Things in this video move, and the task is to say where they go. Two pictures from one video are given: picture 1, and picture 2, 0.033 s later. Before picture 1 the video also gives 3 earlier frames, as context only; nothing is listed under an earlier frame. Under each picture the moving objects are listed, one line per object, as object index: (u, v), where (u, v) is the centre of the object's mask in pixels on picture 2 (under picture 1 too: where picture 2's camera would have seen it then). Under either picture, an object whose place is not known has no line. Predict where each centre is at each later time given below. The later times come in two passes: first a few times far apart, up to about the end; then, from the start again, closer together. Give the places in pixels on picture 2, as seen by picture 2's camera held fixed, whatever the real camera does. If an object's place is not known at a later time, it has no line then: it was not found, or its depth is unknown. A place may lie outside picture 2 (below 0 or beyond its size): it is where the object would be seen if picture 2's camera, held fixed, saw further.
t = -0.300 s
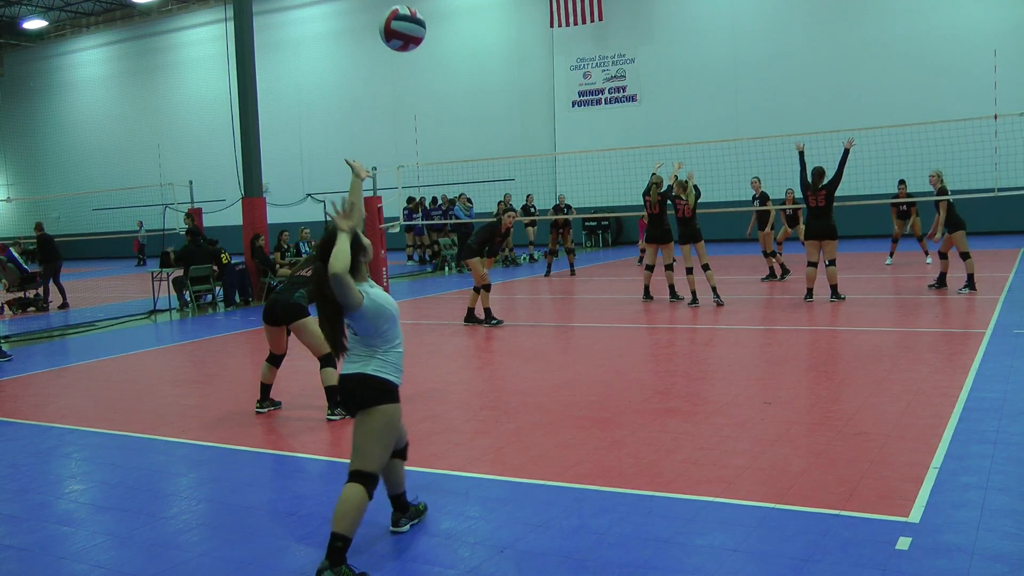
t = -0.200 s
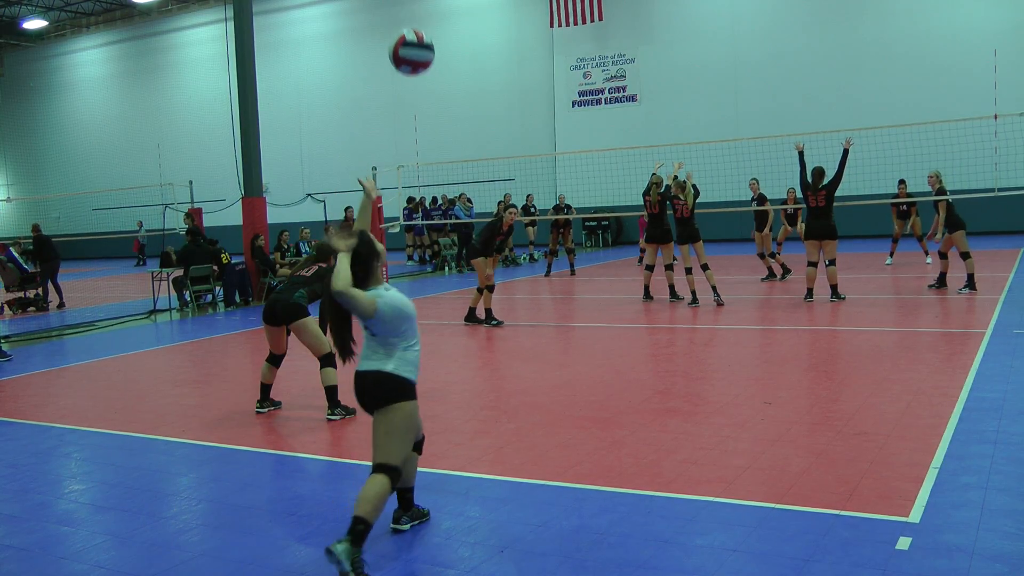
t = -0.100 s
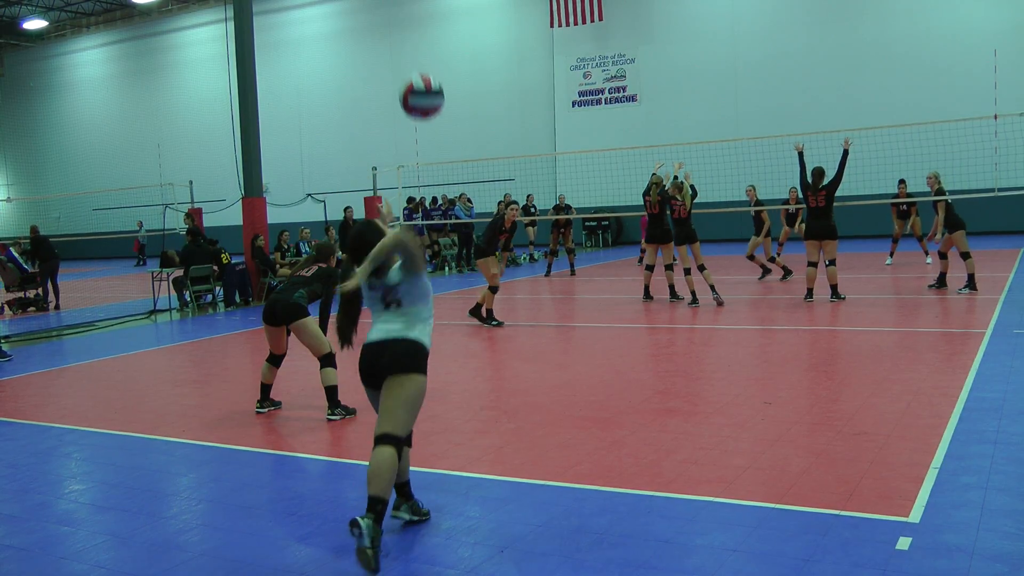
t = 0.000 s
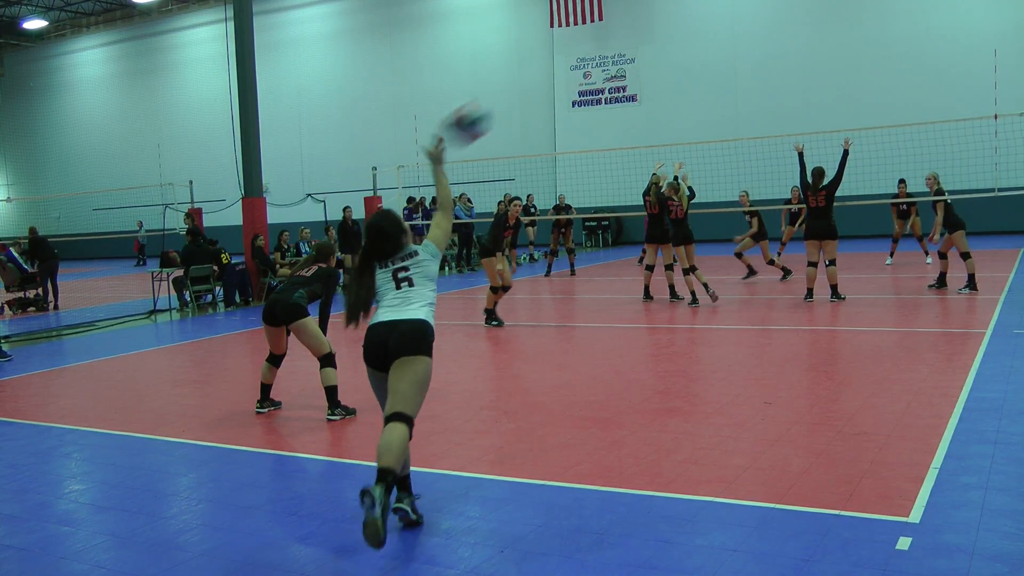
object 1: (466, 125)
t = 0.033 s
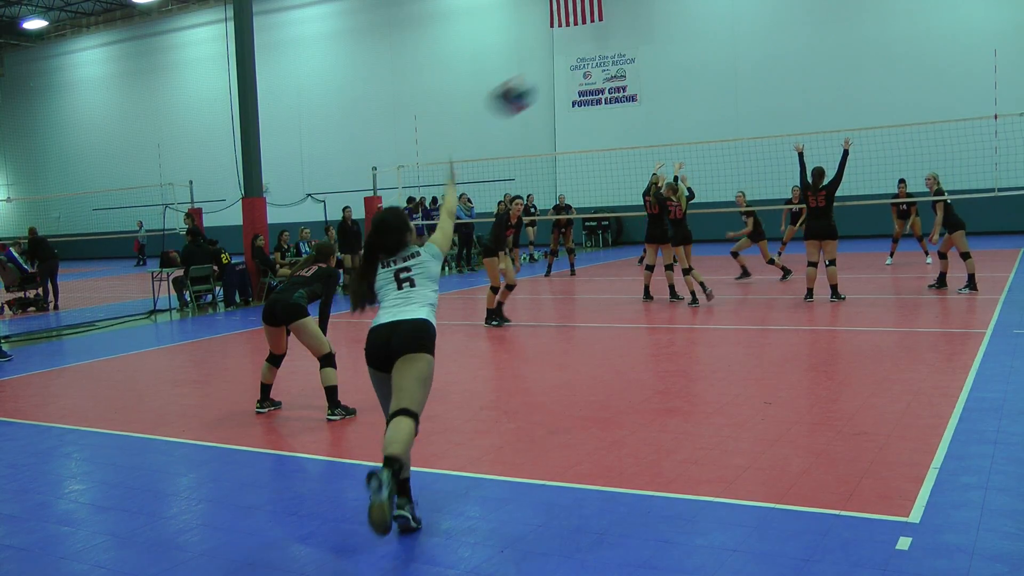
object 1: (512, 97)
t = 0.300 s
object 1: (722, 8)
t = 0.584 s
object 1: (817, 23)
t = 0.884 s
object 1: (865, 84)
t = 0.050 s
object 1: (531, 86)
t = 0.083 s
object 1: (567, 65)
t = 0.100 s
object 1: (585, 55)
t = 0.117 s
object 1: (601, 48)
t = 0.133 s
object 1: (615, 42)
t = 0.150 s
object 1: (628, 36)
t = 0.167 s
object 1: (642, 31)
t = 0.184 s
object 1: (654, 26)
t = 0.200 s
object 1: (665, 22)
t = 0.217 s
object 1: (676, 18)
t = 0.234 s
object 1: (687, 15)
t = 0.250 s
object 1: (696, 12)
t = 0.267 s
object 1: (705, 10)
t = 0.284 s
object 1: (714, 9)
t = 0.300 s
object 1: (722, 8)
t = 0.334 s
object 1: (738, 6)
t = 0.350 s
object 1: (745, 6)
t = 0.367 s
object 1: (752, 6)
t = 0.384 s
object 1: (758, 6)
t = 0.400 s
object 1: (765, 6)
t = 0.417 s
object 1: (770, 6)
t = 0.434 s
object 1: (776, 7)
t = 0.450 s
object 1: (781, 8)
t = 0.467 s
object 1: (786, 9)
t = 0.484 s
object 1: (791, 10)
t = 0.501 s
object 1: (796, 11)
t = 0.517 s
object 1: (800, 14)
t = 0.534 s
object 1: (805, 16)
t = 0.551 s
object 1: (809, 18)
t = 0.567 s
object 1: (813, 21)
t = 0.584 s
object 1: (817, 23)
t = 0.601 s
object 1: (821, 27)
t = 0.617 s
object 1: (824, 30)
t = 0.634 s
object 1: (828, 33)
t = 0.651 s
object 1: (831, 36)
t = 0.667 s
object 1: (834, 39)
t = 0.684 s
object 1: (837, 42)
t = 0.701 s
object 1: (840, 45)
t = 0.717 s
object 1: (843, 48)
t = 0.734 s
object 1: (845, 51)
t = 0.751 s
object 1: (848, 54)
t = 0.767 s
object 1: (851, 58)
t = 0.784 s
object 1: (853, 61)
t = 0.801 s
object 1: (855, 65)
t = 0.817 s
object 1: (857, 68)
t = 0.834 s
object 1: (859, 72)
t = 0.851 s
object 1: (861, 76)
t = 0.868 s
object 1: (863, 80)
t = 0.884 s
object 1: (865, 84)
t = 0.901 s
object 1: (867, 88)
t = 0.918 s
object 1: (869, 91)
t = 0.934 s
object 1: (871, 95)
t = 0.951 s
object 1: (873, 99)
